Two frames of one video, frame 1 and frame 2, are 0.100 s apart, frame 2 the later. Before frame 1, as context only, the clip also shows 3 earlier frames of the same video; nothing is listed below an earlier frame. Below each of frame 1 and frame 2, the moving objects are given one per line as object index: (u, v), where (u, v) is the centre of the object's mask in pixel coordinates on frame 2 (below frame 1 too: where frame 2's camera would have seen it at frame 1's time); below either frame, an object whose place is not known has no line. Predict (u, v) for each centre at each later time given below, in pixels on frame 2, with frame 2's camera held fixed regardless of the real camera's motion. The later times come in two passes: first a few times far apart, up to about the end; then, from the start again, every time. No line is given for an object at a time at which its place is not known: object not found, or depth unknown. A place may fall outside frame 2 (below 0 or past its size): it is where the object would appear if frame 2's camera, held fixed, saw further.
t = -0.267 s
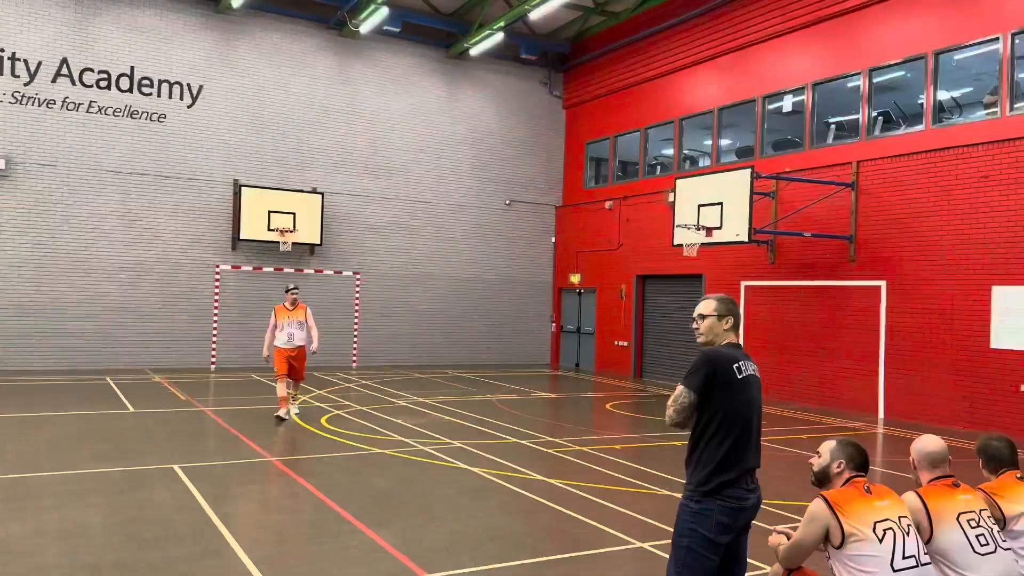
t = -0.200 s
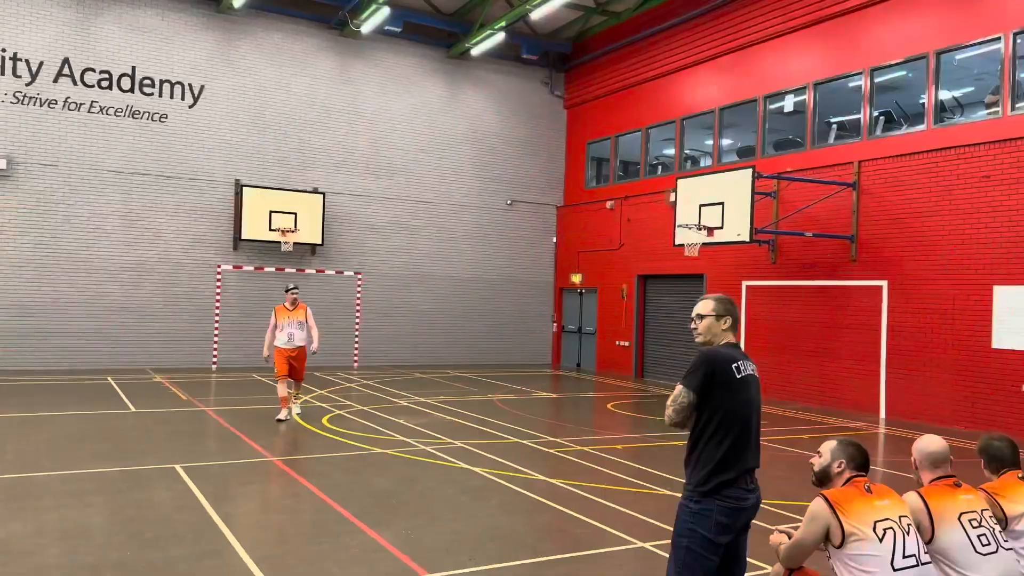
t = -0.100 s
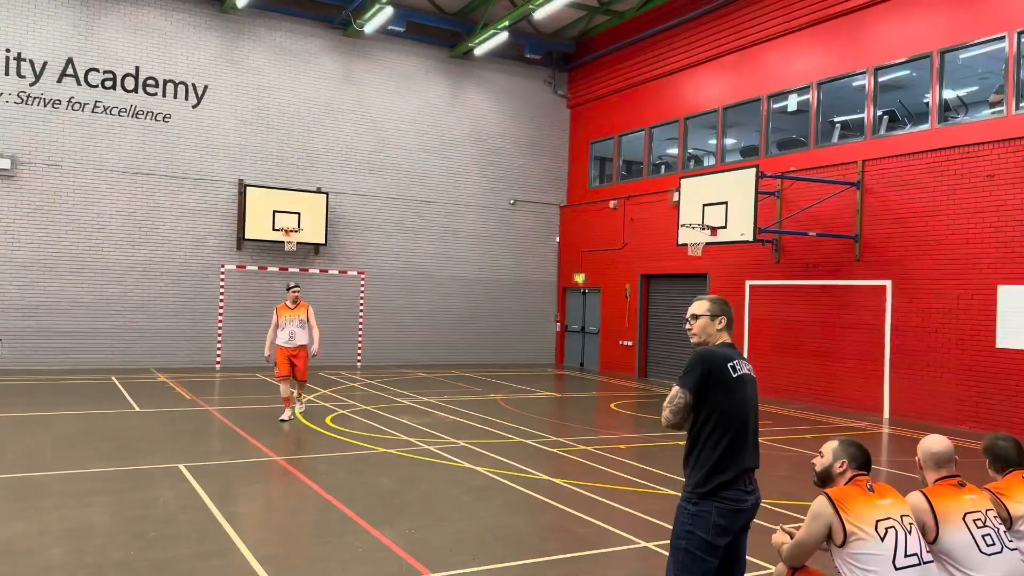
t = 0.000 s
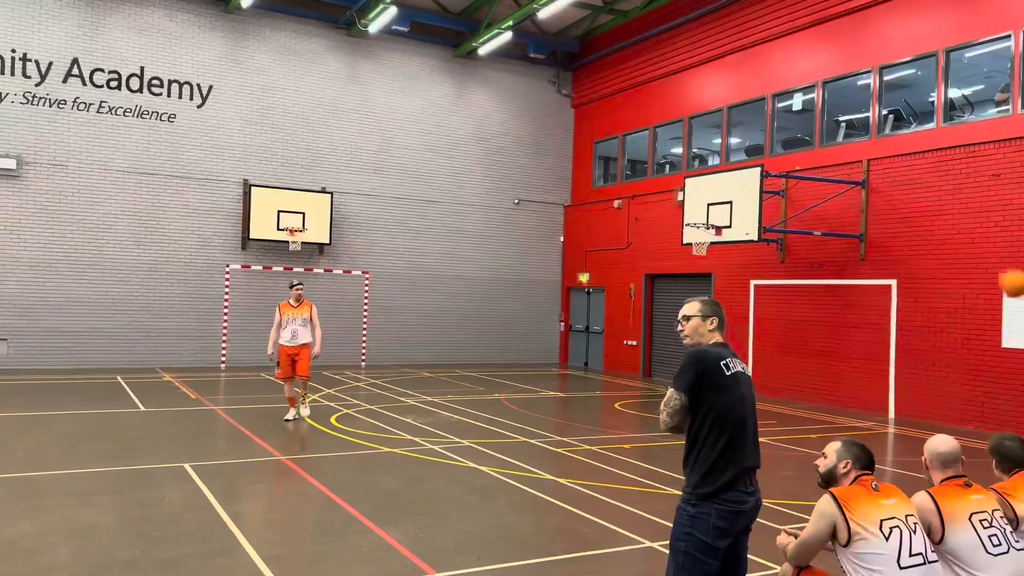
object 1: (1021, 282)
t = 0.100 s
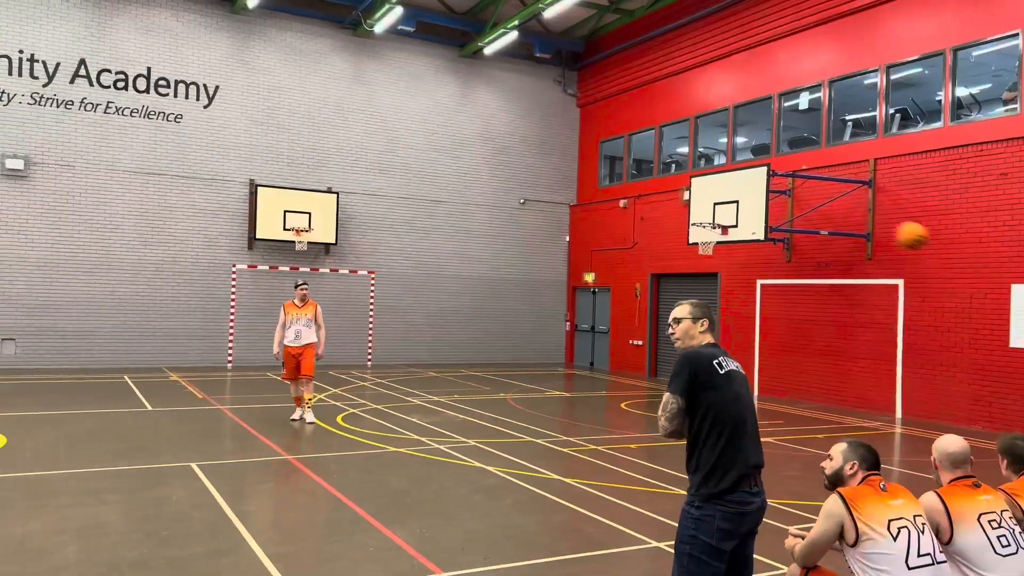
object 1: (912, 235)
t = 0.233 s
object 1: (779, 194)
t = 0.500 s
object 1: (560, 180)
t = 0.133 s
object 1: (876, 221)
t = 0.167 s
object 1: (842, 211)
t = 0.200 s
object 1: (809, 201)
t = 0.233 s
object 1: (779, 194)
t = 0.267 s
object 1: (747, 187)
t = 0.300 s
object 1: (718, 183)
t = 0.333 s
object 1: (689, 179)
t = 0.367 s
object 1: (662, 178)
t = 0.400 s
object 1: (635, 176)
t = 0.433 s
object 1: (609, 177)
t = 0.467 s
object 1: (585, 178)
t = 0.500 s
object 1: (560, 180)
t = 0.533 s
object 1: (536, 183)
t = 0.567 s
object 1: (514, 186)
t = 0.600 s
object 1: (491, 191)
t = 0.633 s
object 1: (470, 197)
